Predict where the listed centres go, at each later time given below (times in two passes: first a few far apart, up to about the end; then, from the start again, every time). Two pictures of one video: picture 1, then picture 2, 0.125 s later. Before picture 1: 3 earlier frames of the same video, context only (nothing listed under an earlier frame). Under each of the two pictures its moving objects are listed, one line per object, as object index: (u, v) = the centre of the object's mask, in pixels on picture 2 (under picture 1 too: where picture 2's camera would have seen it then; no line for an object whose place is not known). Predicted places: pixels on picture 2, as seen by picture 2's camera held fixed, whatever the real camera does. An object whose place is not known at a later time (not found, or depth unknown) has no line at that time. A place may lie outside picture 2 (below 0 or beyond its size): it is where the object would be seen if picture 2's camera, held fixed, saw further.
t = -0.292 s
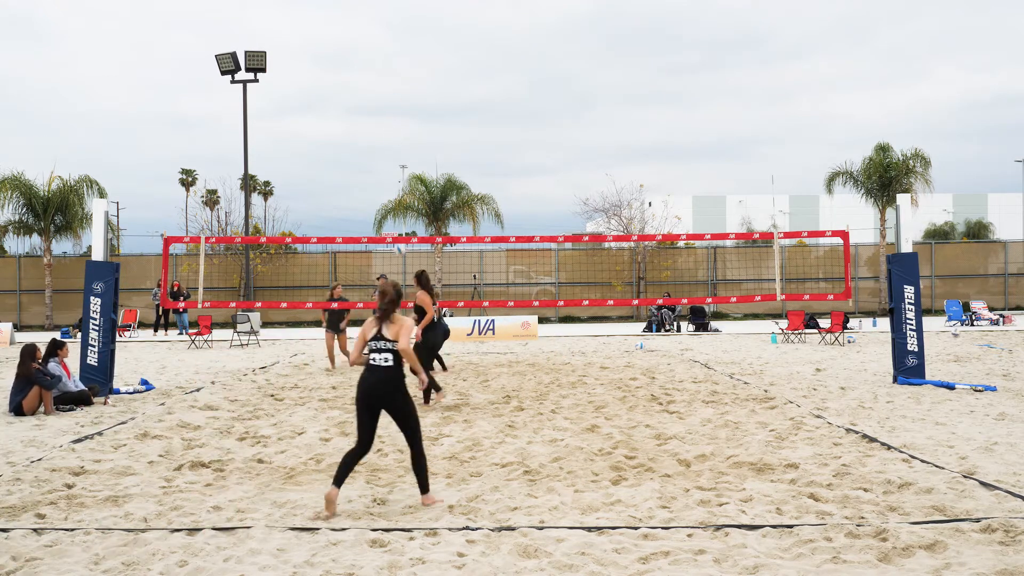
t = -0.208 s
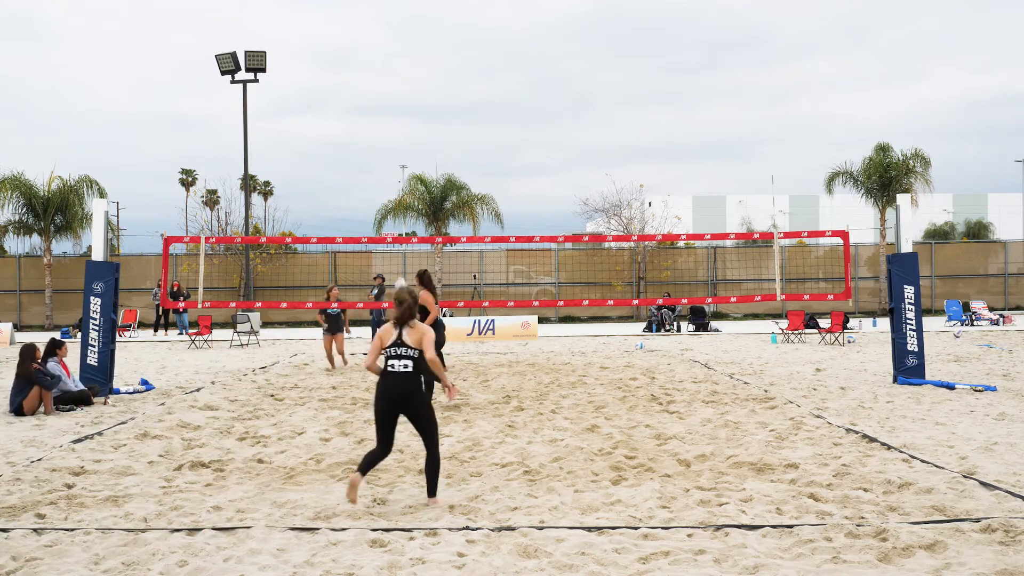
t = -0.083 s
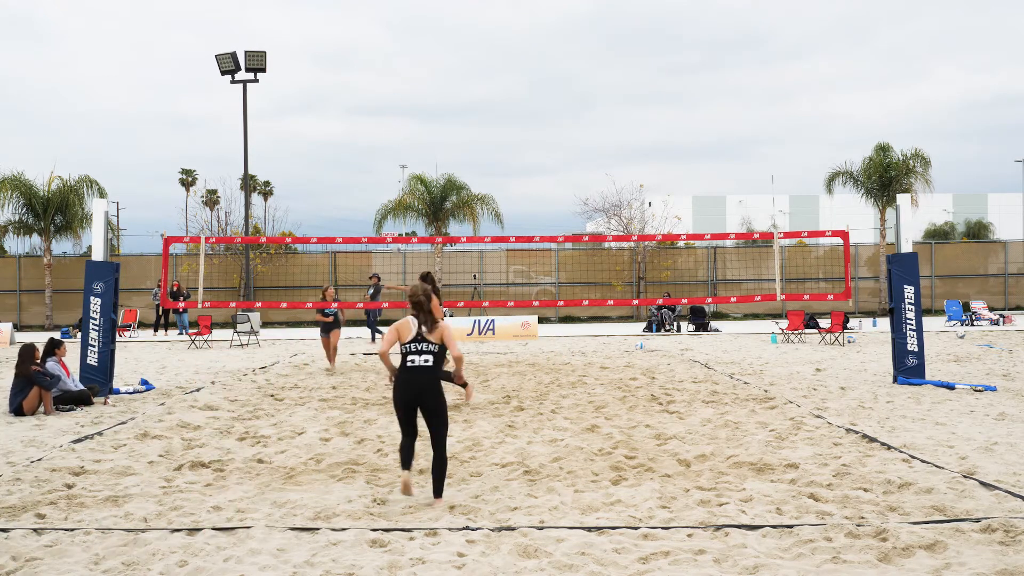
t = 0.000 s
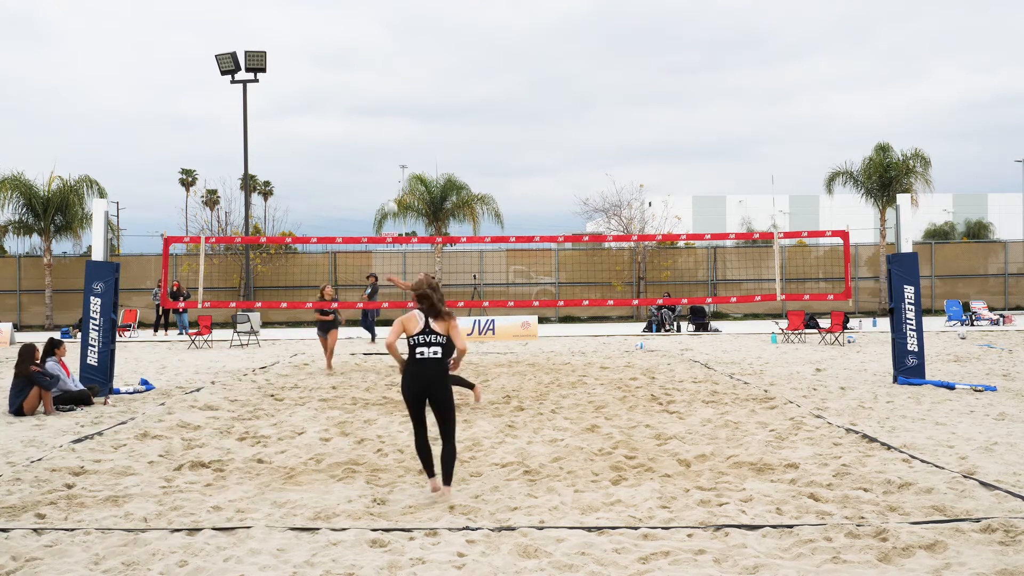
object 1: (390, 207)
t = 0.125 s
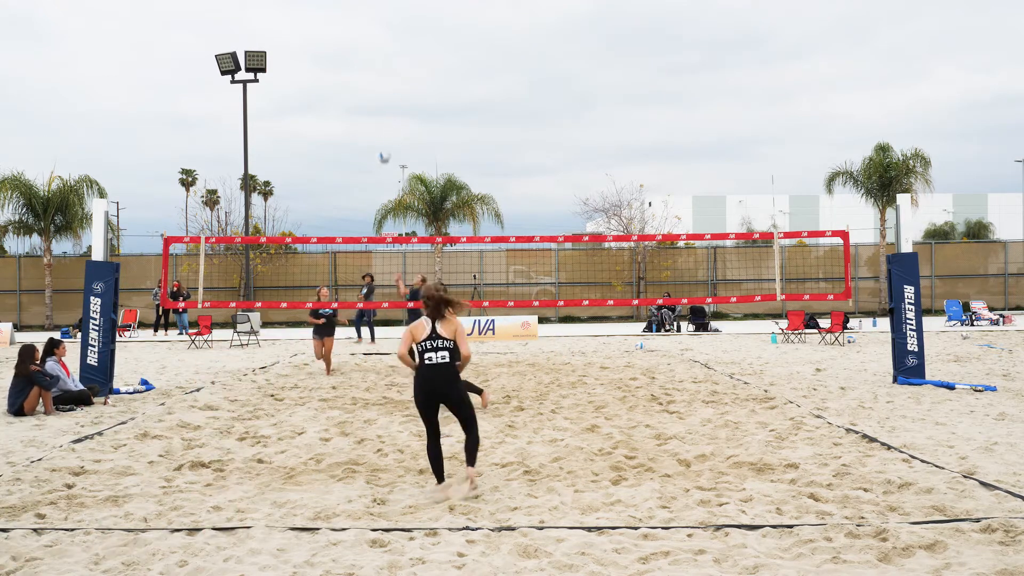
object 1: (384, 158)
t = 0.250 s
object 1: (378, 116)
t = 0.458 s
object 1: (368, 65)
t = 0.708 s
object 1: (357, 37)
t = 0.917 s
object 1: (347, 44)
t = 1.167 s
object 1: (337, 89)
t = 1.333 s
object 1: (331, 145)
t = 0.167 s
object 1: (382, 142)
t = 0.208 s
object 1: (380, 129)
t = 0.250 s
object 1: (378, 116)
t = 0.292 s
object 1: (376, 103)
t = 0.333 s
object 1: (374, 93)
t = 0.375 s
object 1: (372, 82)
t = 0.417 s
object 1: (370, 73)
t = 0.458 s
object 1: (368, 65)
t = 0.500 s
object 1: (366, 58)
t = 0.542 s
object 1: (364, 51)
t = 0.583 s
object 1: (362, 46)
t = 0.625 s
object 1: (360, 41)
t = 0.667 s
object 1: (359, 39)
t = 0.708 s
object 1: (357, 37)
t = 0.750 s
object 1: (355, 36)
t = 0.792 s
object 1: (353, 36)
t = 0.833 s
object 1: (351, 37)
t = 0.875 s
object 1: (349, 40)
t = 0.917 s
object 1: (347, 44)
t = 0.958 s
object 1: (346, 48)
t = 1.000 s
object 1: (344, 54)
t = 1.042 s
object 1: (342, 61)
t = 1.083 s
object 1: (341, 69)
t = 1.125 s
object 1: (339, 78)
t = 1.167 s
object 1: (337, 89)
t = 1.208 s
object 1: (336, 101)
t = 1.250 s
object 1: (334, 114)
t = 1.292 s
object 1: (333, 129)
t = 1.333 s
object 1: (331, 145)
